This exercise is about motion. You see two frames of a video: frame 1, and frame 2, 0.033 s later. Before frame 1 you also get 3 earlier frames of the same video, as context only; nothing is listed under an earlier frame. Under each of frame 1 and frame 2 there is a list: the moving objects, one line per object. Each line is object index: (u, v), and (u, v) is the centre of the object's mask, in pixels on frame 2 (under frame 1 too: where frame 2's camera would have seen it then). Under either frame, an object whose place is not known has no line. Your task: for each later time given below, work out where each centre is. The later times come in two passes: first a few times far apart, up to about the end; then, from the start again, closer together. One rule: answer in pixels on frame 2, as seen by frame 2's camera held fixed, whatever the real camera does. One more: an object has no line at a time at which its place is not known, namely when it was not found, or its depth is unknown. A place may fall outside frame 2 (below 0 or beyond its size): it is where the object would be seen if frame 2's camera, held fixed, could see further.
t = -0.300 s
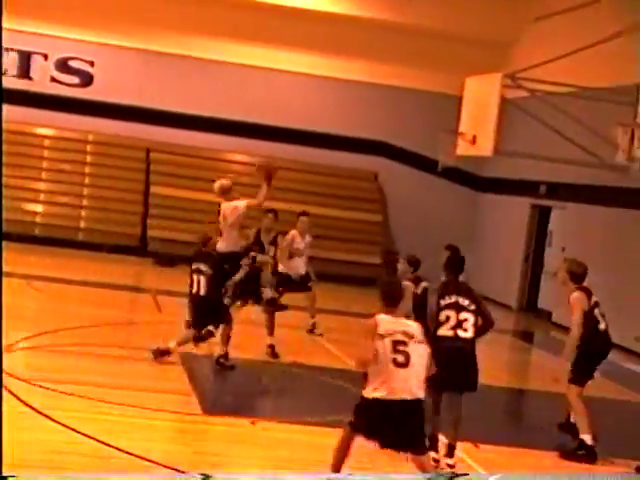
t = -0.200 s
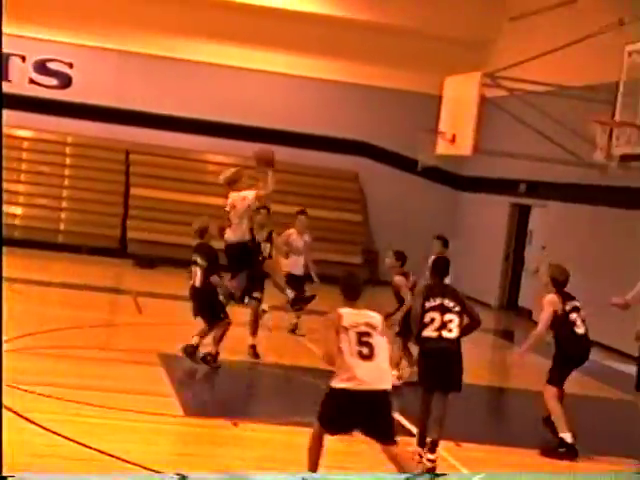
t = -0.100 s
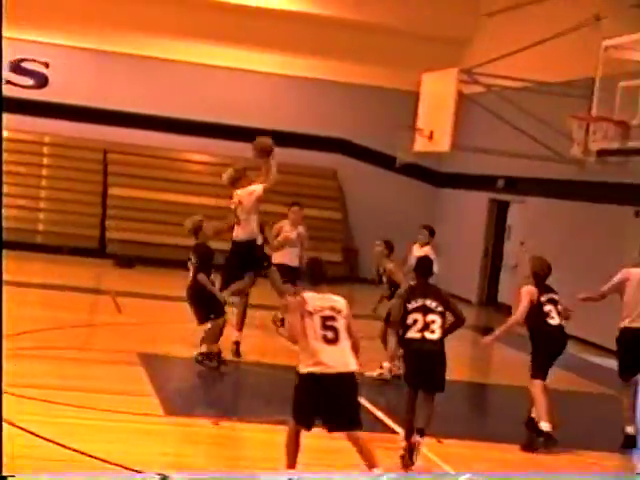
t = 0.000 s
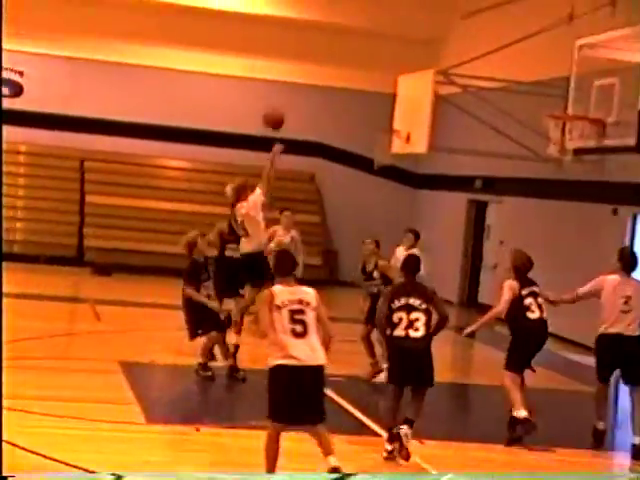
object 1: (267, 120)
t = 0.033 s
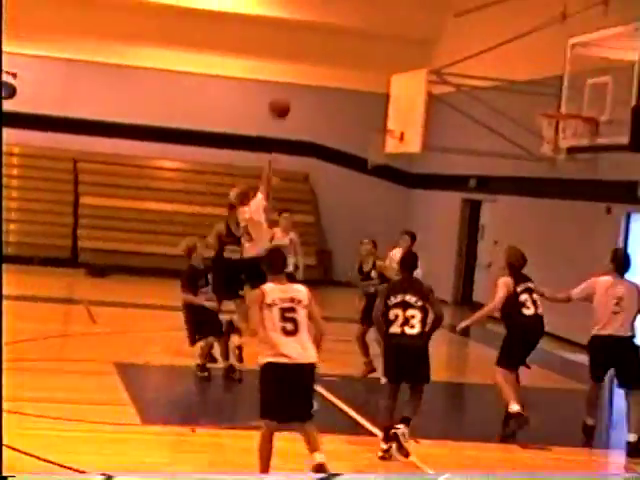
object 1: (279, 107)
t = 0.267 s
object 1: (362, 53)
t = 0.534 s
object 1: (453, 52)
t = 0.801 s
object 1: (518, 101)
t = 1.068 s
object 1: (436, 97)
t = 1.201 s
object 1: (395, 120)
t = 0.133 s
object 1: (315, 77)
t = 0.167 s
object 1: (327, 70)
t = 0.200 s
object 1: (339, 64)
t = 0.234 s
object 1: (351, 58)
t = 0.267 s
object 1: (362, 53)
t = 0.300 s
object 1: (374, 48)
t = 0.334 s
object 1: (385, 46)
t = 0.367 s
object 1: (397, 43)
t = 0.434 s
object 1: (420, 45)
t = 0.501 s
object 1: (442, 49)
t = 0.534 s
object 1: (453, 52)
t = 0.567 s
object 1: (465, 56)
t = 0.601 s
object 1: (475, 62)
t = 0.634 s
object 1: (486, 68)
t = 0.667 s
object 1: (496, 76)
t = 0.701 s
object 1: (507, 85)
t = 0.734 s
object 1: (517, 94)
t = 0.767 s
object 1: (527, 105)
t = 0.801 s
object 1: (518, 101)
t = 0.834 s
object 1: (509, 97)
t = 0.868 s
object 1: (498, 95)
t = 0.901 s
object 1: (488, 92)
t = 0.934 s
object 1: (478, 92)
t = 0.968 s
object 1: (467, 92)
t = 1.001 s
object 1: (457, 93)
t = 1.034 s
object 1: (447, 94)
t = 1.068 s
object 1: (436, 97)
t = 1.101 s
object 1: (425, 101)
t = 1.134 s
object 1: (415, 106)
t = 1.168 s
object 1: (405, 113)
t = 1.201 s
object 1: (395, 120)
